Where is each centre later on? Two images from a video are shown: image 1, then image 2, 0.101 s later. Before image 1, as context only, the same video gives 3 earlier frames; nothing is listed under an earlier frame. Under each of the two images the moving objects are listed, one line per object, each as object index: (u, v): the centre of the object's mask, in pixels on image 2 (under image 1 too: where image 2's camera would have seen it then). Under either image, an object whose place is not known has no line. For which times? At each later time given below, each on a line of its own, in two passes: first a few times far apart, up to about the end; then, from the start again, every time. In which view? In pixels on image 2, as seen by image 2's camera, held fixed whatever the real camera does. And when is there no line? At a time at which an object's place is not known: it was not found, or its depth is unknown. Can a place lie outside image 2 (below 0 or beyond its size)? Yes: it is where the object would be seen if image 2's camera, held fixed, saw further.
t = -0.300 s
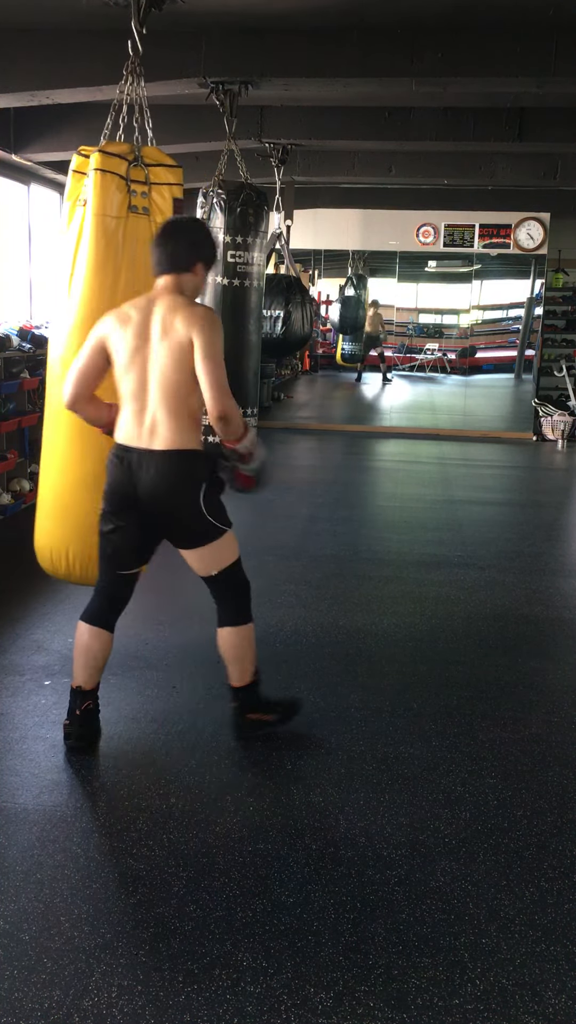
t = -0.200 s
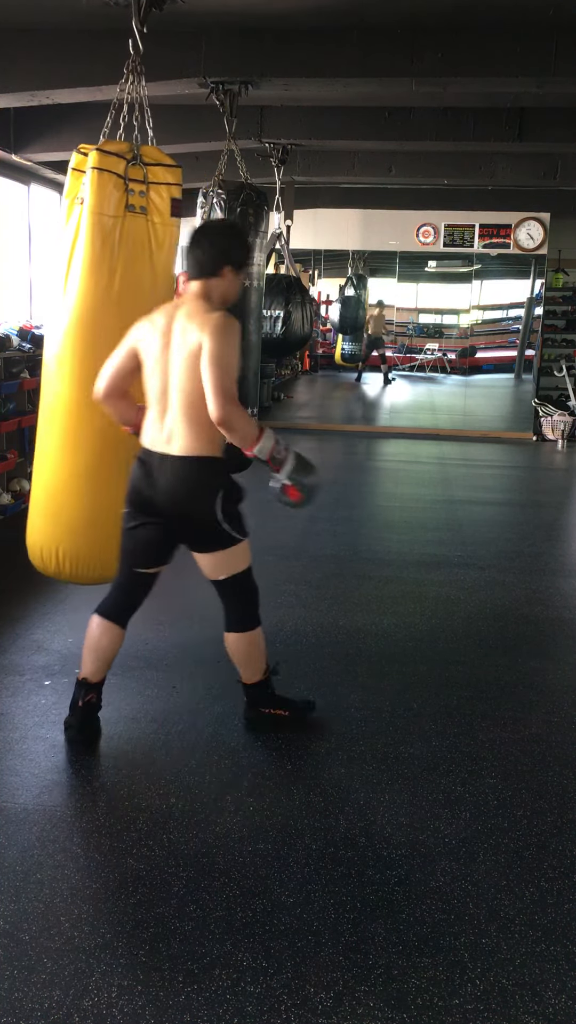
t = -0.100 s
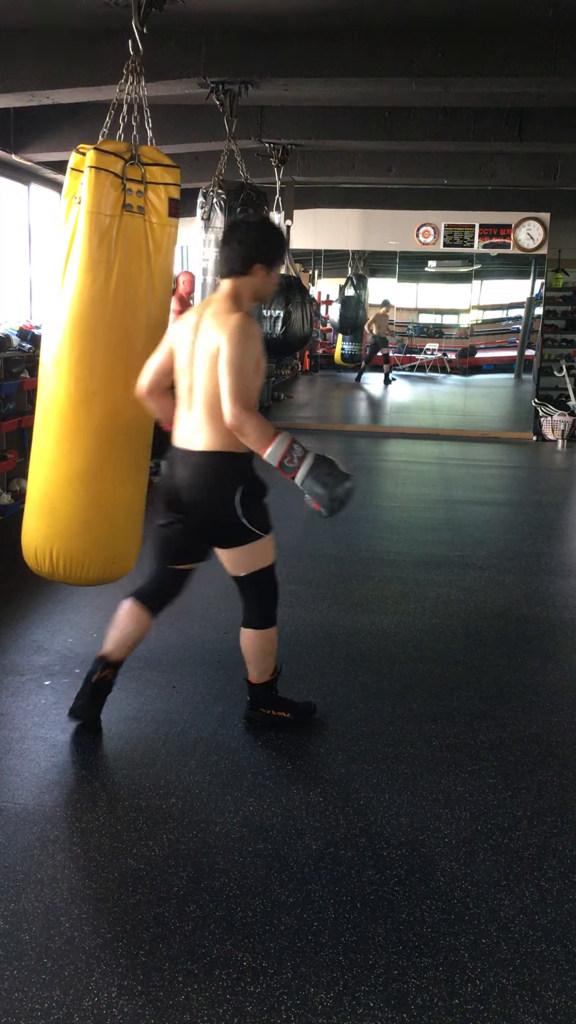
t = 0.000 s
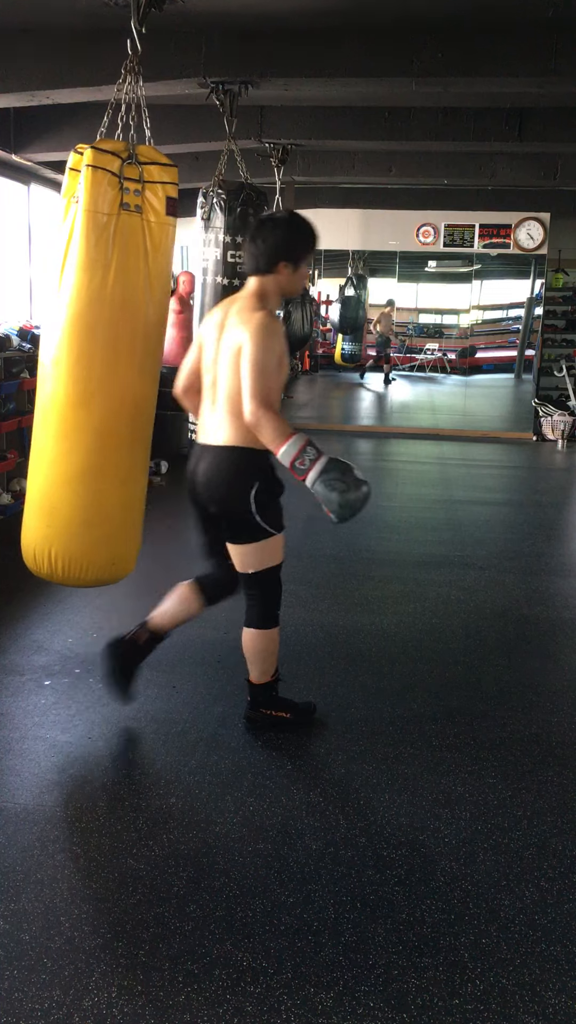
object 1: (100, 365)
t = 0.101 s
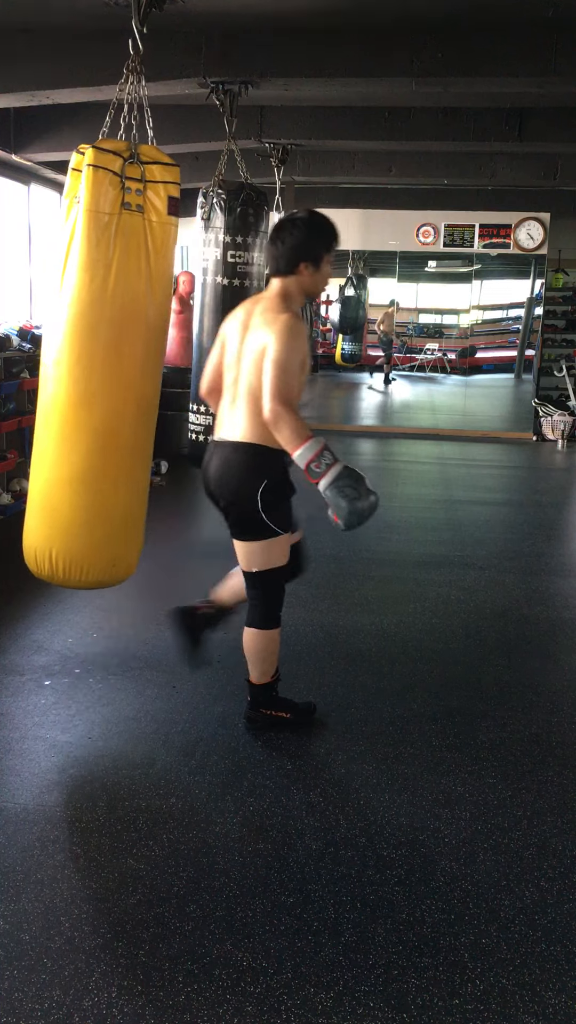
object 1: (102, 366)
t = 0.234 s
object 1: (108, 368)
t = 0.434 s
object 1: (123, 371)
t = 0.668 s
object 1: (146, 374)
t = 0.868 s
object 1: (164, 373)
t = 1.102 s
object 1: (178, 371)
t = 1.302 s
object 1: (180, 370)
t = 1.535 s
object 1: (170, 369)
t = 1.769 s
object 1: (153, 370)
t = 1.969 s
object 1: (132, 366)
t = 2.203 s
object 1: (113, 364)
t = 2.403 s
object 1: (103, 364)
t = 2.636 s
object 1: (102, 366)
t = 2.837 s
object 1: (111, 368)
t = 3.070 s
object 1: (130, 371)
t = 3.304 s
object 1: (154, 372)
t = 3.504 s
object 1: (170, 371)
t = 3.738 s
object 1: (180, 369)
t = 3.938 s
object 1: (178, 368)
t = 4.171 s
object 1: (165, 368)
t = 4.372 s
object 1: (147, 367)
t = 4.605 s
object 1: (125, 365)
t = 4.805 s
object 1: (109, 365)
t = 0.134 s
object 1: (103, 367)
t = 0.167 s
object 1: (105, 367)
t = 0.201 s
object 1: (106, 368)
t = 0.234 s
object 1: (108, 368)
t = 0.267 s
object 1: (109, 369)
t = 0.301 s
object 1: (112, 369)
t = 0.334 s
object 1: (114, 370)
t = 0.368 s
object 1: (117, 370)
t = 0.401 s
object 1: (120, 371)
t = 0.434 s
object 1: (123, 371)
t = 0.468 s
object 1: (126, 372)
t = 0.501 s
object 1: (129, 373)
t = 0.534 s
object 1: (132, 373)
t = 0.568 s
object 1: (136, 374)
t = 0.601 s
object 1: (139, 374)
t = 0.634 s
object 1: (143, 375)
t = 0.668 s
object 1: (146, 374)
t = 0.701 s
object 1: (149, 374)
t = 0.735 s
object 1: (153, 374)
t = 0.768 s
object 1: (156, 374)
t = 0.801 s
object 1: (159, 374)
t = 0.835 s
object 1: (161, 373)
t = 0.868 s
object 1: (164, 373)
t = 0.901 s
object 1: (167, 373)
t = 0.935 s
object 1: (169, 373)
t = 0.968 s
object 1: (172, 372)
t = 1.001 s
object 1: (173, 372)
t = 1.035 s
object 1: (175, 372)
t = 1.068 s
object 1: (177, 371)
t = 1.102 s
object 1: (178, 371)
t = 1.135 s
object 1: (179, 370)
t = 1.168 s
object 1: (180, 370)
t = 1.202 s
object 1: (180, 370)
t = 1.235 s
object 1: (181, 370)
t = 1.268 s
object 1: (181, 370)
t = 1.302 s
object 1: (180, 370)
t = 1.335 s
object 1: (179, 370)
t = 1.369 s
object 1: (179, 369)
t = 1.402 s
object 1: (177, 369)
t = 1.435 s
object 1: (176, 369)
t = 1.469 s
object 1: (174, 369)
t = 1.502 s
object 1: (173, 369)
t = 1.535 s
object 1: (170, 369)
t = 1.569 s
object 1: (168, 369)
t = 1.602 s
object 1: (166, 369)
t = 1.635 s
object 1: (163, 368)
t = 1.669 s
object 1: (160, 368)
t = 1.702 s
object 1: (158, 368)
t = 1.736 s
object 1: (155, 368)
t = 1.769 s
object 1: (153, 370)
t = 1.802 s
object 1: (149, 368)
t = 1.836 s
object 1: (145, 367)
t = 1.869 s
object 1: (142, 368)
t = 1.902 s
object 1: (139, 368)
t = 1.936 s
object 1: (136, 367)
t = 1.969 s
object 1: (132, 366)
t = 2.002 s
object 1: (129, 366)
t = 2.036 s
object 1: (126, 365)
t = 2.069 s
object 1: (123, 365)
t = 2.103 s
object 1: (120, 364)
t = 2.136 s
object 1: (117, 364)
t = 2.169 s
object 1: (115, 364)
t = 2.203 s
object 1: (113, 364)
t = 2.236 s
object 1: (110, 364)
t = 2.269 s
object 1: (108, 364)
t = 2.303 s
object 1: (106, 364)
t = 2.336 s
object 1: (105, 364)
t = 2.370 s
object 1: (104, 364)
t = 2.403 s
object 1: (103, 364)
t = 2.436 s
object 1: (102, 366)
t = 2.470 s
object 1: (102, 366)
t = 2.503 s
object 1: (101, 366)
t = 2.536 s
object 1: (100, 364)
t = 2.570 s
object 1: (101, 365)
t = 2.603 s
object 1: (101, 365)
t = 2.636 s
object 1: (102, 366)
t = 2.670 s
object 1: (103, 366)
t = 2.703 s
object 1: (104, 366)
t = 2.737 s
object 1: (105, 367)
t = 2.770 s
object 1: (107, 367)
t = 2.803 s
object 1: (109, 367)
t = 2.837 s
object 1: (111, 368)
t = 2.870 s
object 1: (113, 368)
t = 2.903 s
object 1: (116, 369)
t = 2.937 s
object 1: (118, 369)
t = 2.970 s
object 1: (121, 369)
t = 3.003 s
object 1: (124, 369)
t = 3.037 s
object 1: (127, 370)
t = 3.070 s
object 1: (130, 371)
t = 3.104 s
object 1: (134, 371)
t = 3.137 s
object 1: (137, 371)
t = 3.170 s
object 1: (141, 371)
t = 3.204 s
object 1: (144, 372)
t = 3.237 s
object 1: (147, 372)
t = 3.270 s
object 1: (151, 372)
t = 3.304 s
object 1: (154, 372)
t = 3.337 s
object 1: (157, 372)
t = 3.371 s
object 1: (160, 371)
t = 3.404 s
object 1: (163, 371)
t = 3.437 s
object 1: (165, 371)
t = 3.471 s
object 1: (168, 371)
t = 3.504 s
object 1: (170, 371)
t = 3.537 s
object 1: (172, 370)
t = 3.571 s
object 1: (174, 370)
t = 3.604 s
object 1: (176, 369)
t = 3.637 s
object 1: (177, 369)
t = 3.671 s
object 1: (178, 369)
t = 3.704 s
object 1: (179, 369)
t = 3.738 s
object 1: (180, 369)
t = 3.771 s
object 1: (180, 369)
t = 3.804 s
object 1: (180, 369)
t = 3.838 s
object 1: (180, 368)
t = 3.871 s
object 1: (179, 368)
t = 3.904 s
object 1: (179, 368)
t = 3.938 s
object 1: (178, 368)
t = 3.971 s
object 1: (177, 368)
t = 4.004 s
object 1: (175, 368)
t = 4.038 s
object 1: (173, 368)
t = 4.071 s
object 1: (172, 368)
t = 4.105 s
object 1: (169, 368)
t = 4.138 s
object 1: (167, 368)
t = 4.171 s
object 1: (165, 368)
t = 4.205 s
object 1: (162, 368)
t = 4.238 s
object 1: (159, 368)
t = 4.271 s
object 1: (156, 367)
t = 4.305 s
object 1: (153, 367)
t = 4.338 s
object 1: (150, 367)
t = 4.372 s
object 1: (147, 367)
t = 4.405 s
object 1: (144, 367)
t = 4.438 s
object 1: (140, 367)
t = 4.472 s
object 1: (137, 366)
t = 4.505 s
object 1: (134, 366)
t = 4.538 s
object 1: (131, 366)
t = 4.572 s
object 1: (128, 366)
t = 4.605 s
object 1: (125, 365)
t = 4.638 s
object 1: (122, 365)
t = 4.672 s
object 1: (119, 365)
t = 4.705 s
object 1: (116, 365)
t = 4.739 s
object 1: (114, 365)
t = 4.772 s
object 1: (112, 365)
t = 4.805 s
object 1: (109, 365)
